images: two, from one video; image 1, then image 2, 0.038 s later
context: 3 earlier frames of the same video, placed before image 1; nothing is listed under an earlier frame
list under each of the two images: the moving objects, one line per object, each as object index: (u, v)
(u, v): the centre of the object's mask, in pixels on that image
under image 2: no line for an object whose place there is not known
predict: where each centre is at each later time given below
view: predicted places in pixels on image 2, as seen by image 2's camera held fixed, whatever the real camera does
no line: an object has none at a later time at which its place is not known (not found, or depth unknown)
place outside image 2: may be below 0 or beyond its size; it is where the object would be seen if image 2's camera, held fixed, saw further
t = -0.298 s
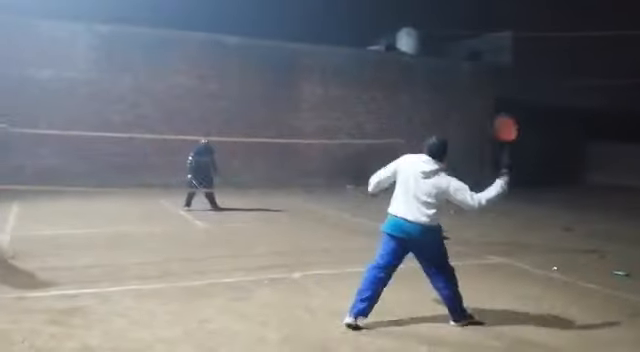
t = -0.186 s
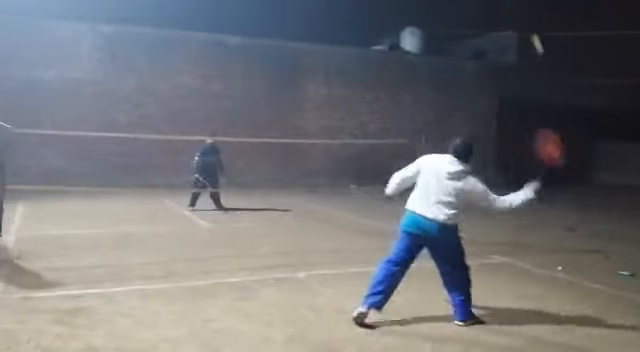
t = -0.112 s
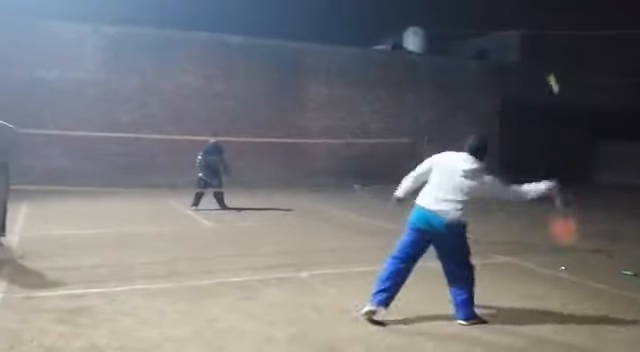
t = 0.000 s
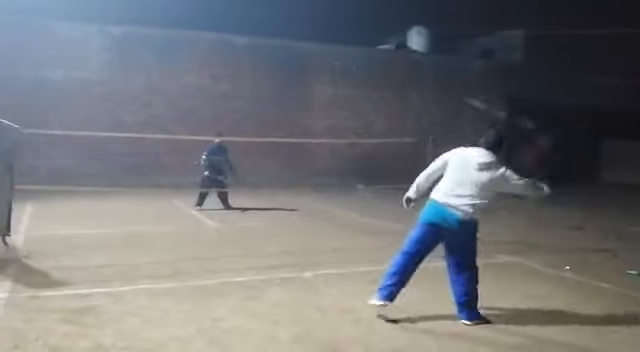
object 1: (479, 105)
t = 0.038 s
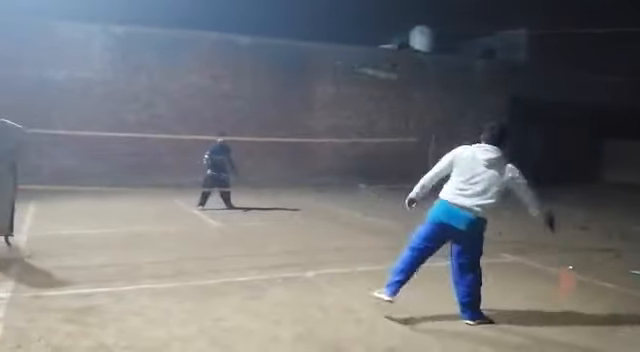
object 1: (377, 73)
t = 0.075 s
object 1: (346, 66)
